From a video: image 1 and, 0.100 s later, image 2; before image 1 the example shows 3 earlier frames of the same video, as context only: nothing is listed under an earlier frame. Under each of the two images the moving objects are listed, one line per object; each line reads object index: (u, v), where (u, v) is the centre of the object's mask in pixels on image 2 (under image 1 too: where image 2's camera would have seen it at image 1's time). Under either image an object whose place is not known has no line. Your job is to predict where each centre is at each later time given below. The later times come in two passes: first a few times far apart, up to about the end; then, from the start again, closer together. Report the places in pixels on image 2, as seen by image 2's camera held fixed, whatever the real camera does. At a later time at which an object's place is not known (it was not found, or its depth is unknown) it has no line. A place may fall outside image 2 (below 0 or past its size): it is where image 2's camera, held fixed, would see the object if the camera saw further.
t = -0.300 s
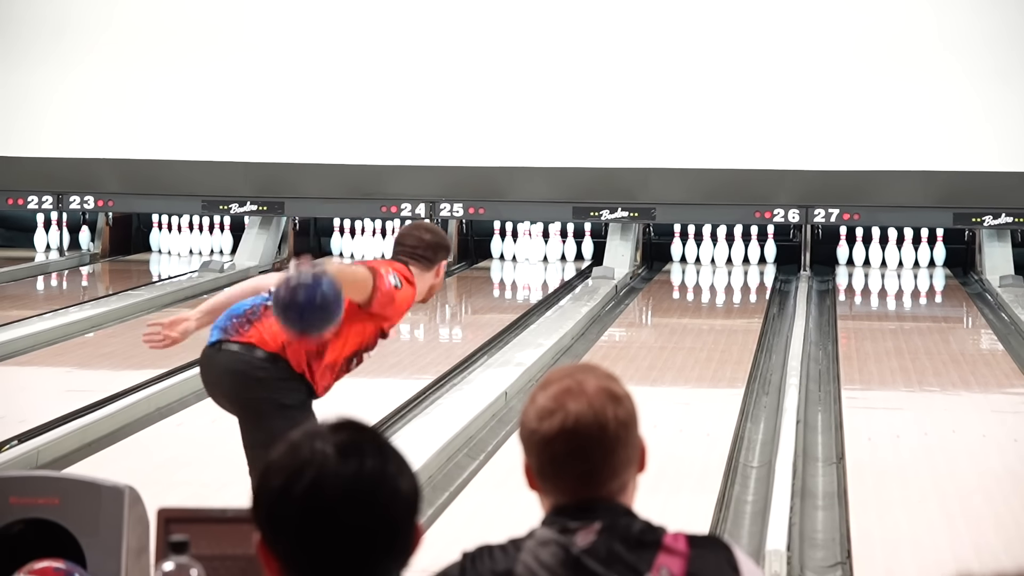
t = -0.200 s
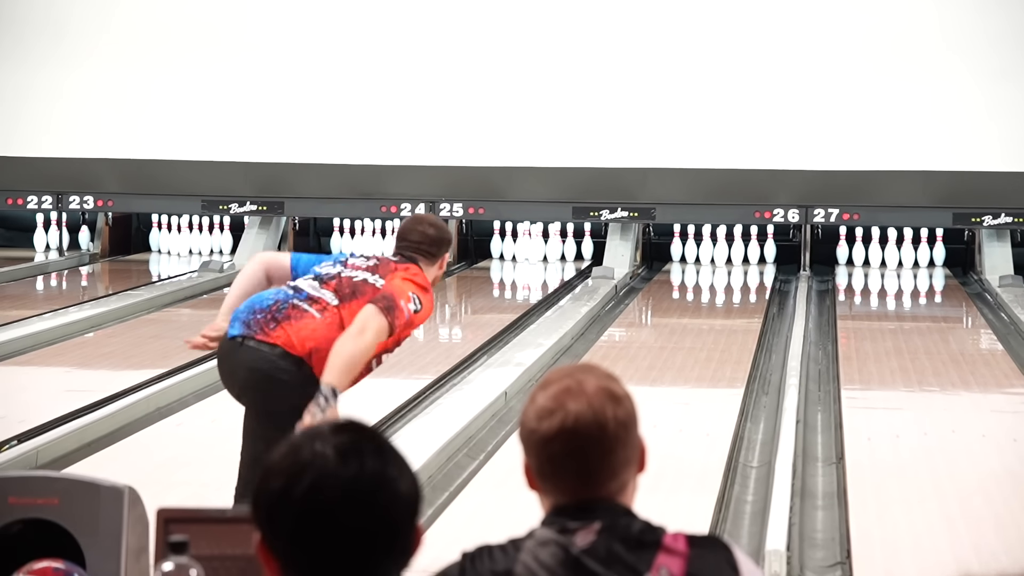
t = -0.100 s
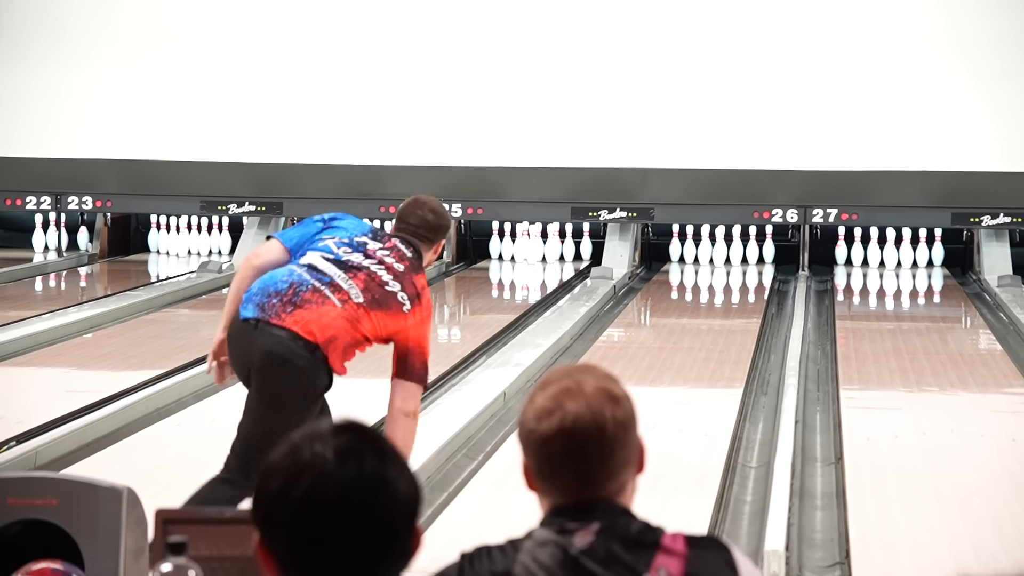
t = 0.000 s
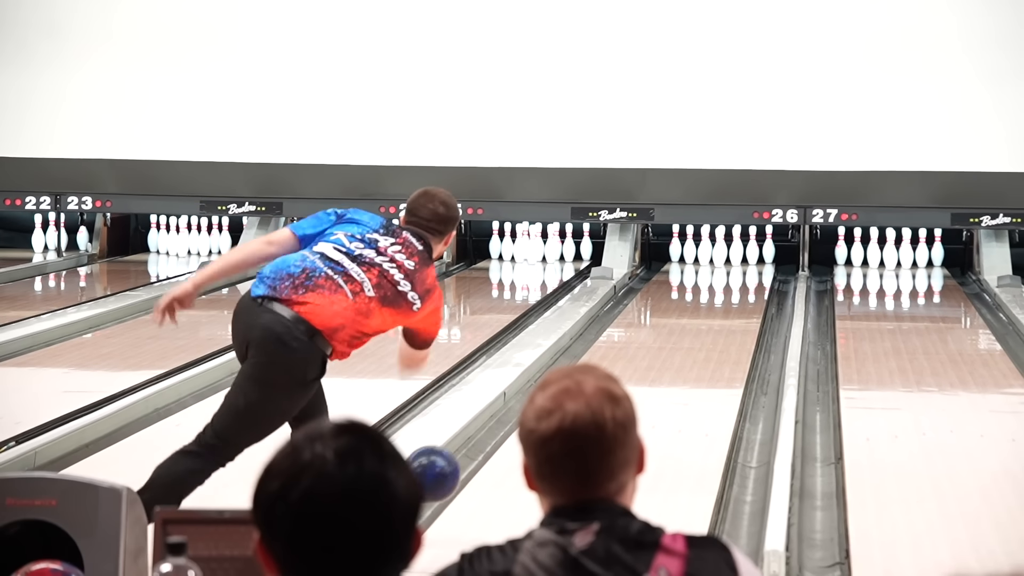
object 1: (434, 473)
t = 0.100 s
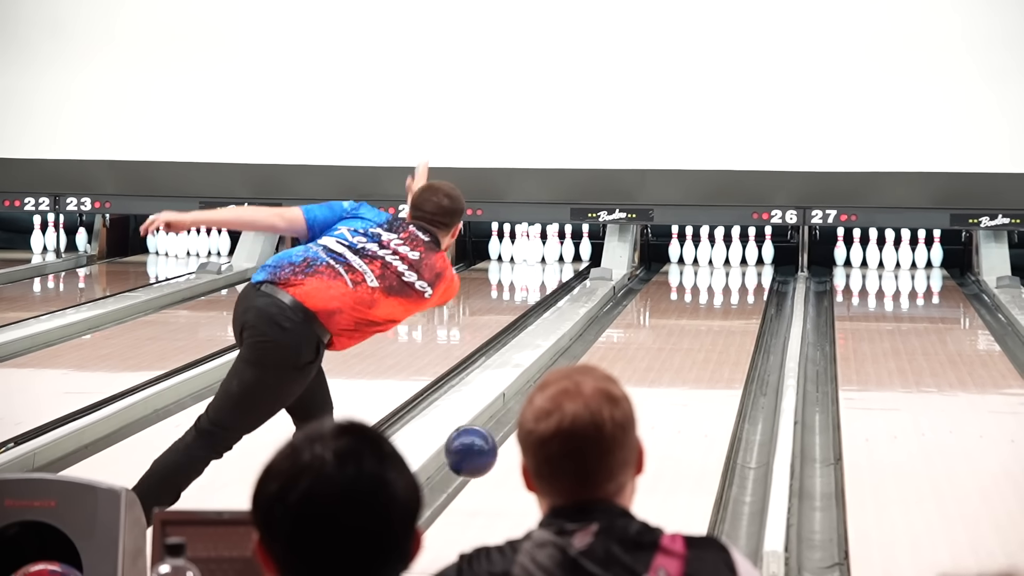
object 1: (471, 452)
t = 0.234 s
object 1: (507, 459)
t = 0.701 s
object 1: (631, 378)
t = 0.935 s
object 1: (667, 352)
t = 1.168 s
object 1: (697, 329)
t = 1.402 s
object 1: (720, 310)
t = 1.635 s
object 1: (736, 294)
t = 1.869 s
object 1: (743, 280)
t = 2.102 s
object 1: (739, 269)
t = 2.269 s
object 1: (730, 262)
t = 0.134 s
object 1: (483, 450)
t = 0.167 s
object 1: (495, 451)
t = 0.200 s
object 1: (501, 455)
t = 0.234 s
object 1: (507, 459)
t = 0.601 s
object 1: (620, 383)
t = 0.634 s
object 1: (624, 382)
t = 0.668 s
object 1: (627, 380)
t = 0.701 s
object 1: (631, 378)
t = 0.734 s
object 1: (635, 375)
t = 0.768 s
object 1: (641, 371)
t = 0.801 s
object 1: (646, 367)
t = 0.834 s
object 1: (652, 363)
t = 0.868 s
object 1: (657, 360)
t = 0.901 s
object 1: (662, 356)
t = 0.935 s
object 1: (667, 352)
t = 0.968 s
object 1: (672, 349)
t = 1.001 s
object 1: (676, 345)
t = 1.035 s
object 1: (681, 342)
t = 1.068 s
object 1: (685, 339)
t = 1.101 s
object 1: (689, 336)
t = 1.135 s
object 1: (693, 333)
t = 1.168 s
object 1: (697, 329)
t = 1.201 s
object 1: (700, 327)
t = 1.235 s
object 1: (704, 324)
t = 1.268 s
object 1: (707, 321)
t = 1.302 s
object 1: (711, 318)
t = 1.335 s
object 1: (714, 315)
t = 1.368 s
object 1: (717, 313)
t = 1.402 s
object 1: (720, 310)
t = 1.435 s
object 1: (723, 308)
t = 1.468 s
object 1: (725, 305)
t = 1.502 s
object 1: (728, 303)
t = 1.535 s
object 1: (730, 301)
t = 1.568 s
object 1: (732, 298)
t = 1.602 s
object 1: (734, 296)
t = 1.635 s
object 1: (736, 294)
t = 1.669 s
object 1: (737, 291)
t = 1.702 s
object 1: (739, 289)
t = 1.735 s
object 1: (740, 287)
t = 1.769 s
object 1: (741, 285)
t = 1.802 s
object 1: (742, 284)
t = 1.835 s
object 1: (742, 282)
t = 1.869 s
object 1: (743, 280)
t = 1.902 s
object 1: (743, 278)
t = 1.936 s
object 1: (743, 276)
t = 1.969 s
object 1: (742, 275)
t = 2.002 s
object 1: (742, 273)
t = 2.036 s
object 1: (741, 272)
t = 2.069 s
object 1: (740, 270)
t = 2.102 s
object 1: (739, 269)
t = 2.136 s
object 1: (738, 267)
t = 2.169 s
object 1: (736, 266)
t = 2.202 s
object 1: (734, 265)
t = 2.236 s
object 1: (732, 264)
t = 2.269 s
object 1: (730, 262)
